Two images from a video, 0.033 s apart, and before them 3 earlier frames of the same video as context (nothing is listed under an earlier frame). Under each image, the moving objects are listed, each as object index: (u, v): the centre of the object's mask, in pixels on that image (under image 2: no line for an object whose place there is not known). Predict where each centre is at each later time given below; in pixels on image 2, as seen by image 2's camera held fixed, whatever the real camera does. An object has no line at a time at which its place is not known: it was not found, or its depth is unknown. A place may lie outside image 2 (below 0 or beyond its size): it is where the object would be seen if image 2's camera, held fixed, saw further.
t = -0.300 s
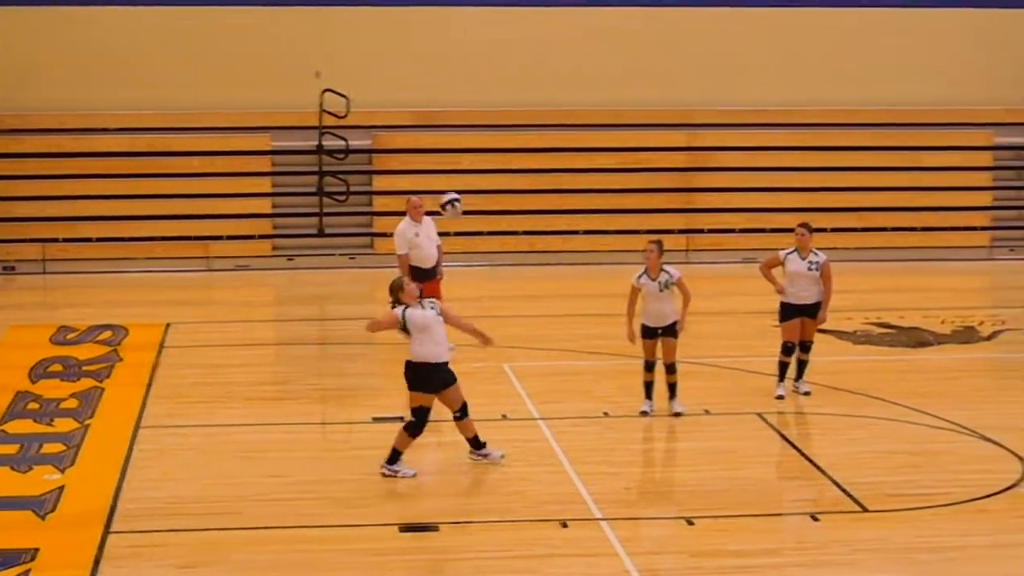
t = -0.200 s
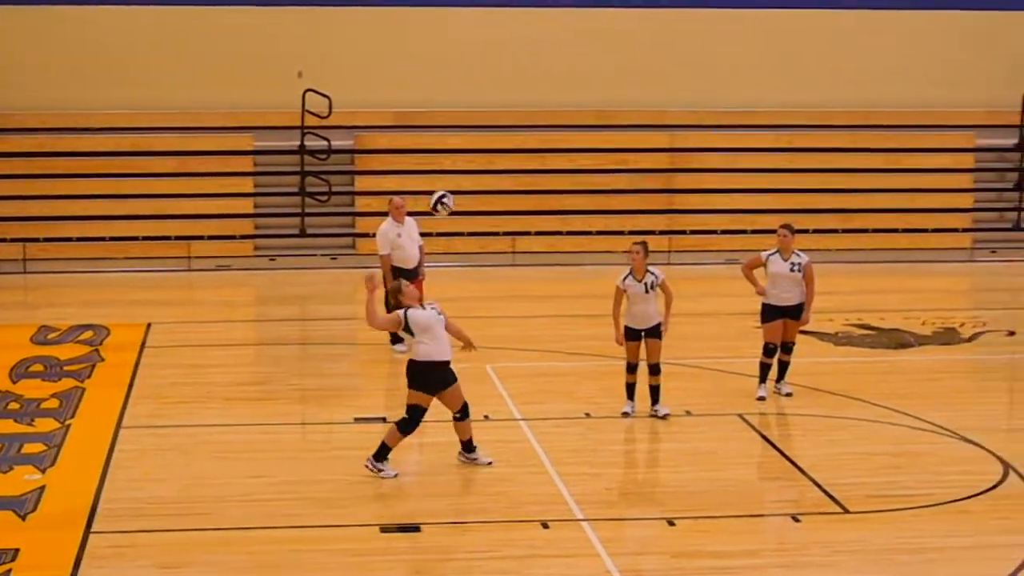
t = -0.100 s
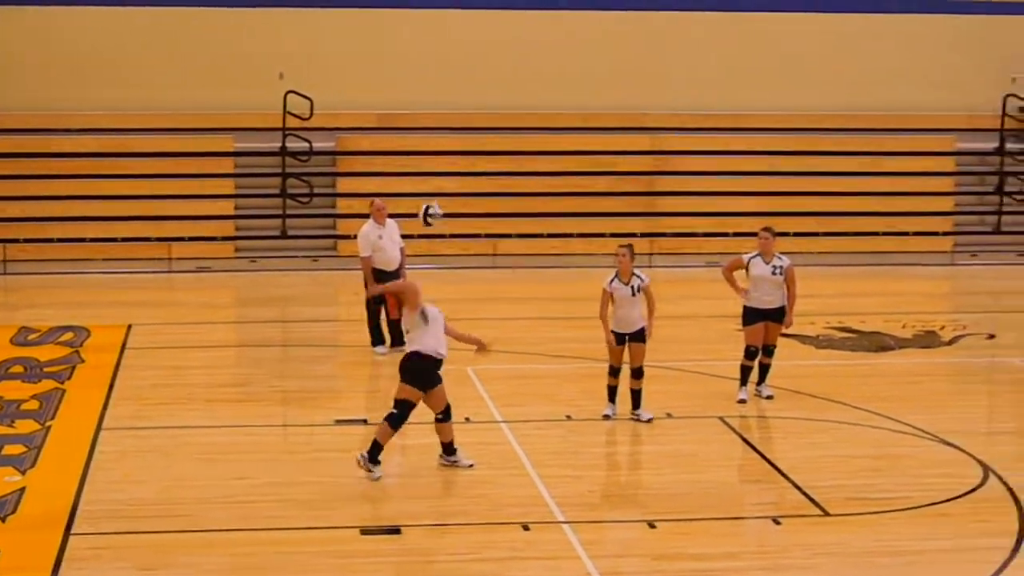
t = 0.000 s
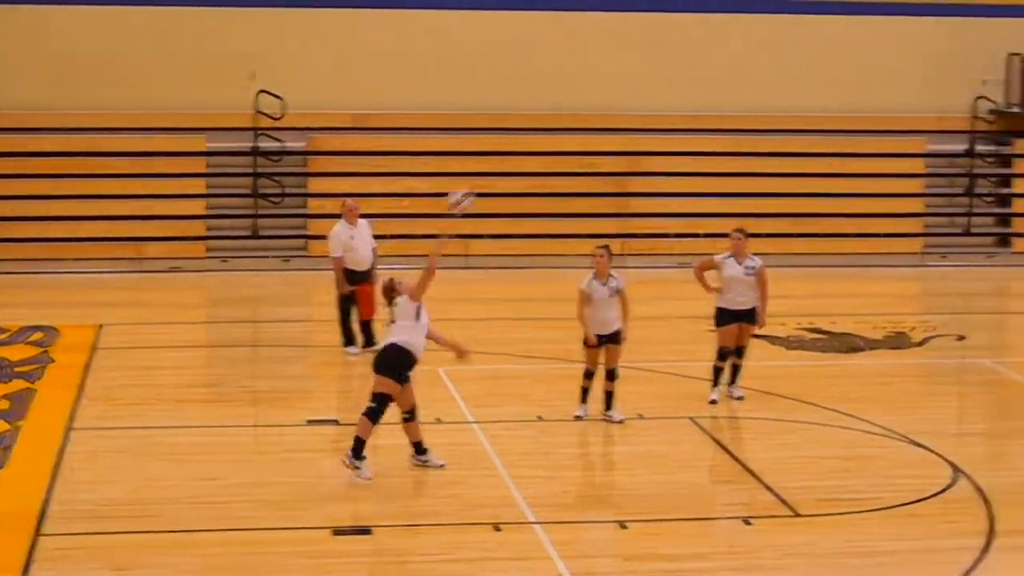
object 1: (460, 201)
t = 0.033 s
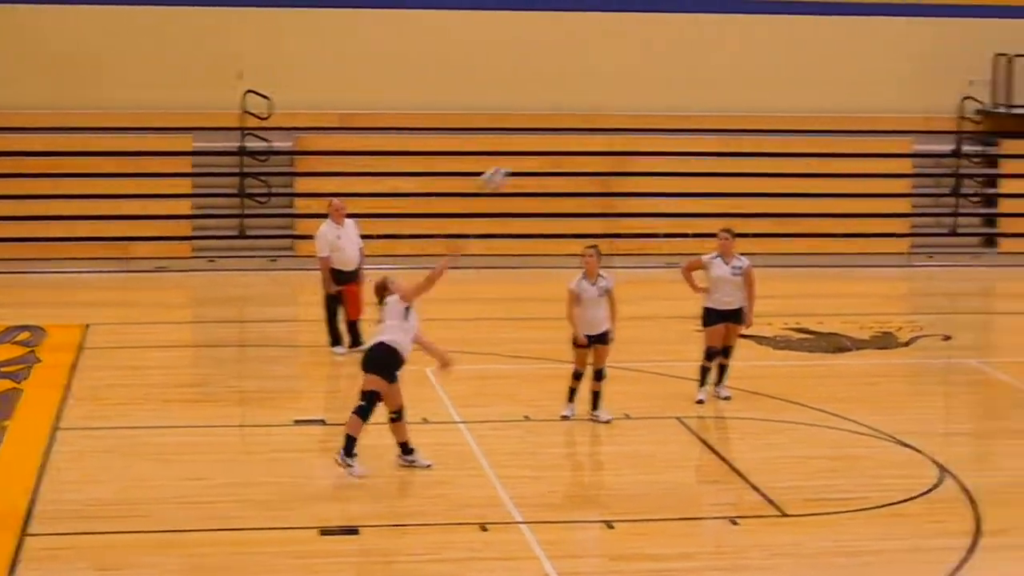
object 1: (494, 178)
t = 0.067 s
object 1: (537, 158)
